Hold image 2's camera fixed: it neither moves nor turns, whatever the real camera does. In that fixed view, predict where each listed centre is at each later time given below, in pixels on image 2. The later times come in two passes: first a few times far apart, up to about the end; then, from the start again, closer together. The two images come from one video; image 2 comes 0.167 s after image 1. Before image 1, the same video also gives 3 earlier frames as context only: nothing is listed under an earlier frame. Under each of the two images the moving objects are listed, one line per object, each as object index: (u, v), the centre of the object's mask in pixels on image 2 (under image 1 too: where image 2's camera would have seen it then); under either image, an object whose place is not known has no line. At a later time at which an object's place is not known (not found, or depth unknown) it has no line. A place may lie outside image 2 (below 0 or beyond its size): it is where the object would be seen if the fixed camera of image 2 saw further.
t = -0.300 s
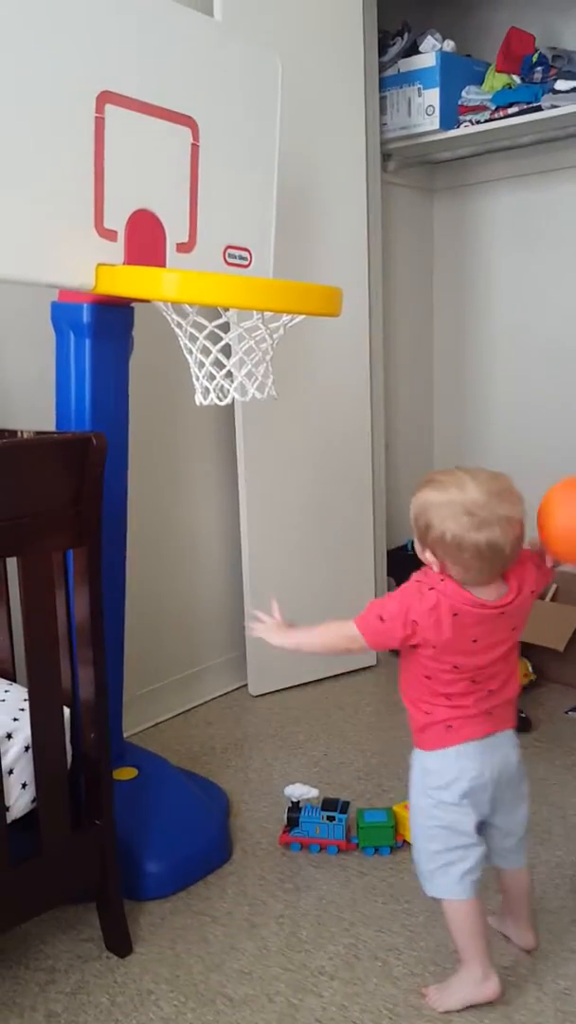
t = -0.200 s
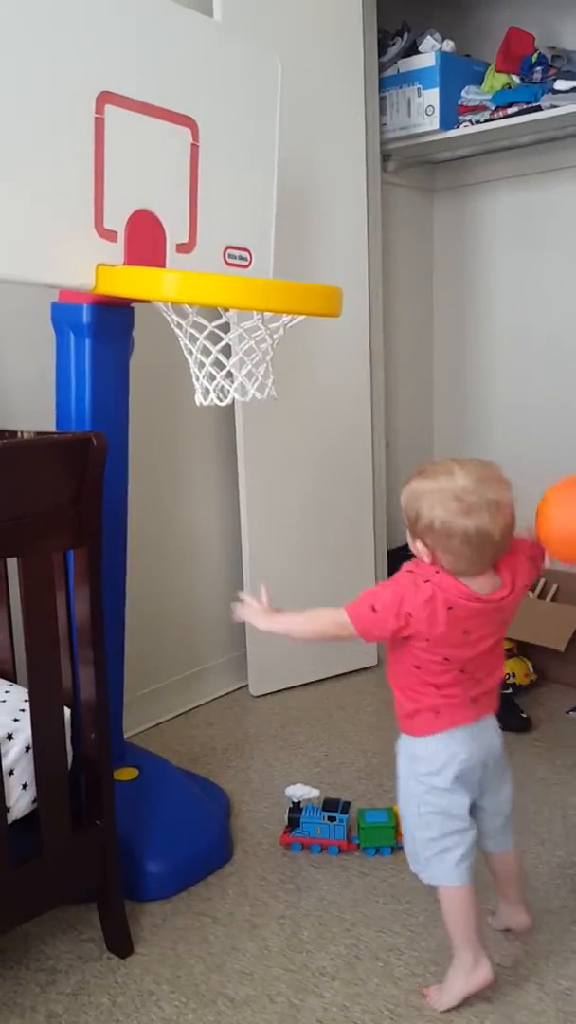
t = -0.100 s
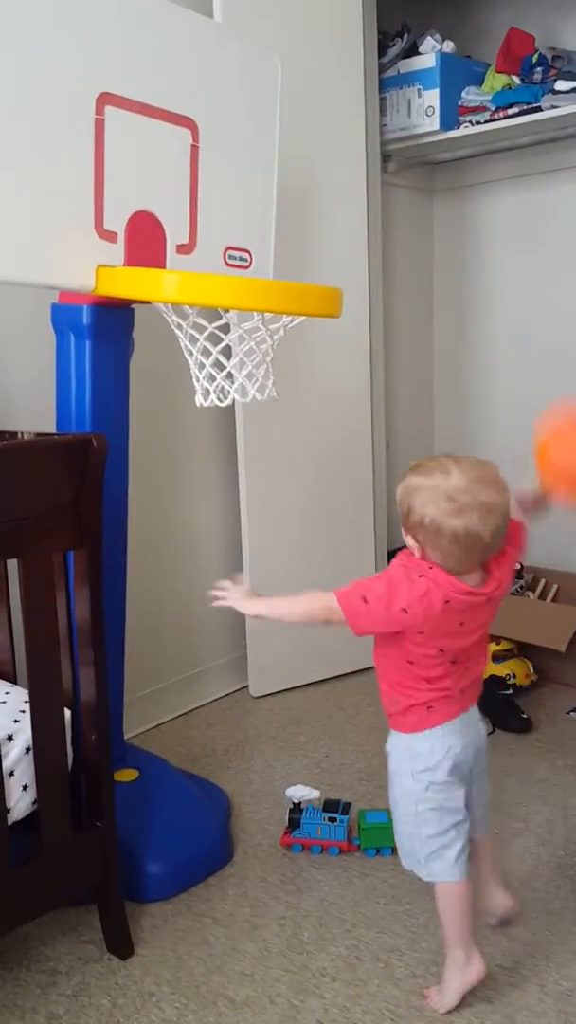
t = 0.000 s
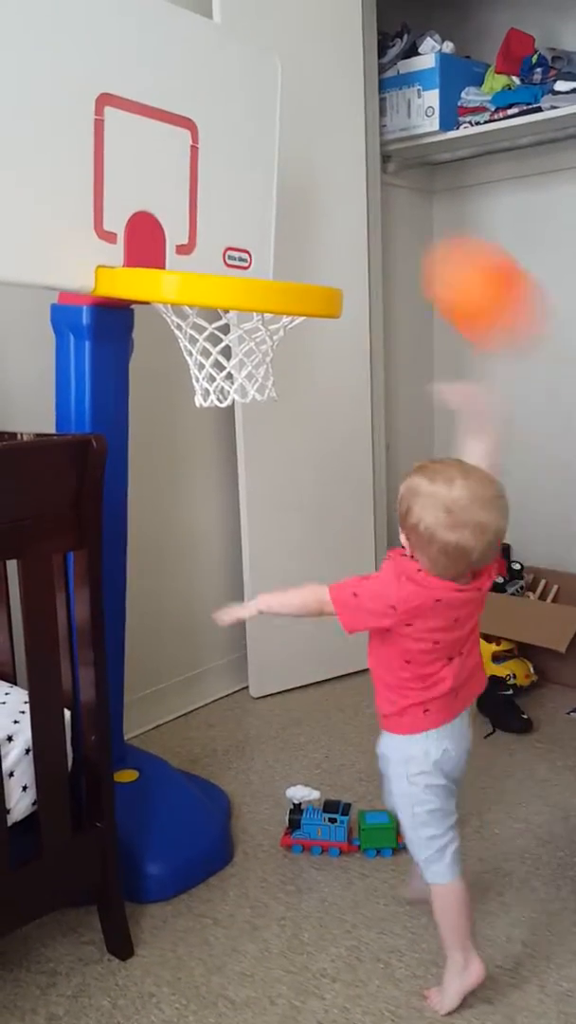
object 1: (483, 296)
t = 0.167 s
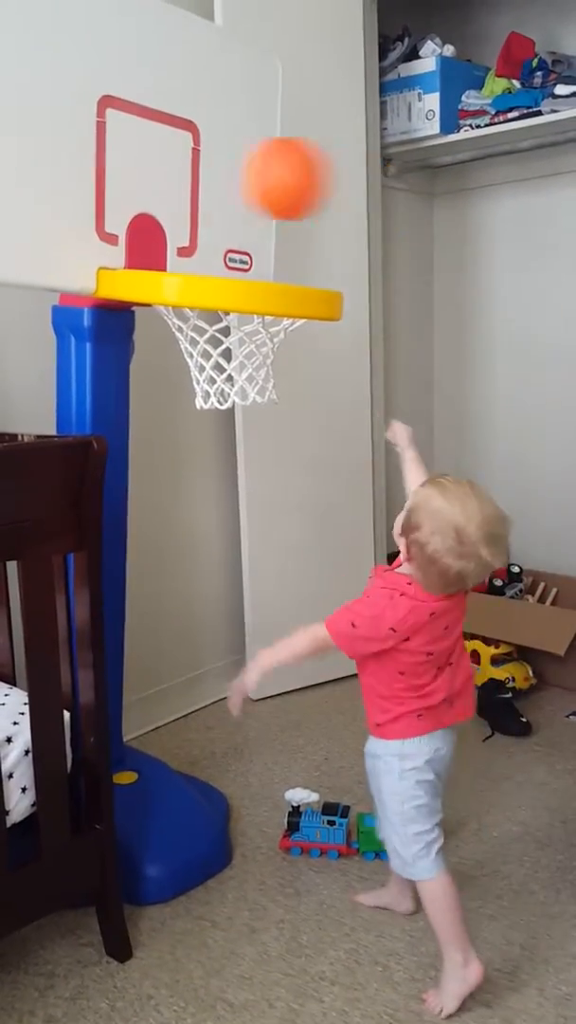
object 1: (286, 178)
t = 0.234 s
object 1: (222, 187)
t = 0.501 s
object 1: (273, 336)
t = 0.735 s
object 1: (186, 332)
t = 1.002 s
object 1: (254, 357)
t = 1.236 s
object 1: (222, 465)
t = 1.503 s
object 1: (204, 881)
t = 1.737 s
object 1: (174, 688)
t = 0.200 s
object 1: (254, 180)
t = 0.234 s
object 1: (222, 187)
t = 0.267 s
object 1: (192, 203)
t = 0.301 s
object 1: (202, 216)
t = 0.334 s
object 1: (224, 232)
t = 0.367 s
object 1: (247, 250)
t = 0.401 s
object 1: (271, 266)
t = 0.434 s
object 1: (276, 272)
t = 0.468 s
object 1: (276, 333)
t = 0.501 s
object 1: (273, 336)
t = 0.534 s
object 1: (258, 334)
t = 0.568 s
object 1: (242, 332)
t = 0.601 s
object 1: (220, 333)
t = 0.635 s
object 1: (199, 330)
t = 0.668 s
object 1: (190, 329)
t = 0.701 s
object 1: (186, 331)
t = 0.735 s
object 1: (186, 332)
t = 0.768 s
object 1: (186, 332)
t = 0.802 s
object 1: (192, 333)
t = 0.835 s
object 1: (202, 335)
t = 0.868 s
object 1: (215, 337)
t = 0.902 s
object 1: (225, 340)
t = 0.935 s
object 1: (236, 346)
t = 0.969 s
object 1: (247, 350)
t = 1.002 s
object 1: (254, 357)
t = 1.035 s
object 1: (253, 365)
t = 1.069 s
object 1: (250, 373)
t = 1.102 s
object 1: (245, 384)
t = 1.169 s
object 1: (234, 415)
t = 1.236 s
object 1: (222, 465)
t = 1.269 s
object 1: (220, 501)
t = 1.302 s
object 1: (215, 540)
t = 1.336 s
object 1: (212, 587)
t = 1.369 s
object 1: (209, 638)
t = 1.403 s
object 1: (206, 694)
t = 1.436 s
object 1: (205, 760)
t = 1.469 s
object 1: (203, 825)
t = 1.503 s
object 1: (204, 881)
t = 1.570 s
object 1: (194, 811)
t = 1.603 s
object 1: (190, 773)
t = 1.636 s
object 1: (184, 745)
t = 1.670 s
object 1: (180, 720)
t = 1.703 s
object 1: (177, 701)
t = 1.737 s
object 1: (174, 688)
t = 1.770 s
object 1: (171, 681)
